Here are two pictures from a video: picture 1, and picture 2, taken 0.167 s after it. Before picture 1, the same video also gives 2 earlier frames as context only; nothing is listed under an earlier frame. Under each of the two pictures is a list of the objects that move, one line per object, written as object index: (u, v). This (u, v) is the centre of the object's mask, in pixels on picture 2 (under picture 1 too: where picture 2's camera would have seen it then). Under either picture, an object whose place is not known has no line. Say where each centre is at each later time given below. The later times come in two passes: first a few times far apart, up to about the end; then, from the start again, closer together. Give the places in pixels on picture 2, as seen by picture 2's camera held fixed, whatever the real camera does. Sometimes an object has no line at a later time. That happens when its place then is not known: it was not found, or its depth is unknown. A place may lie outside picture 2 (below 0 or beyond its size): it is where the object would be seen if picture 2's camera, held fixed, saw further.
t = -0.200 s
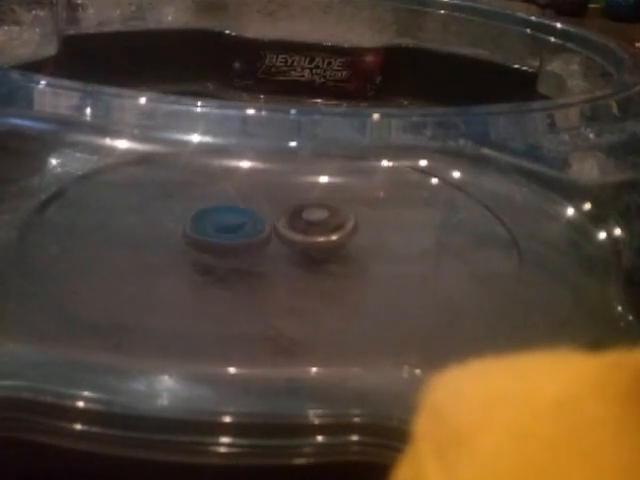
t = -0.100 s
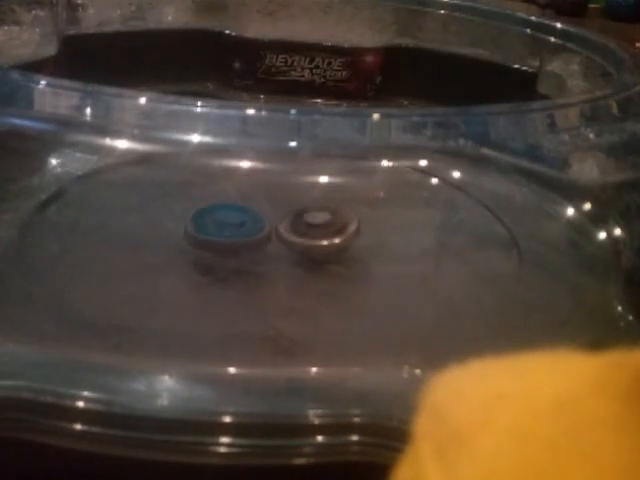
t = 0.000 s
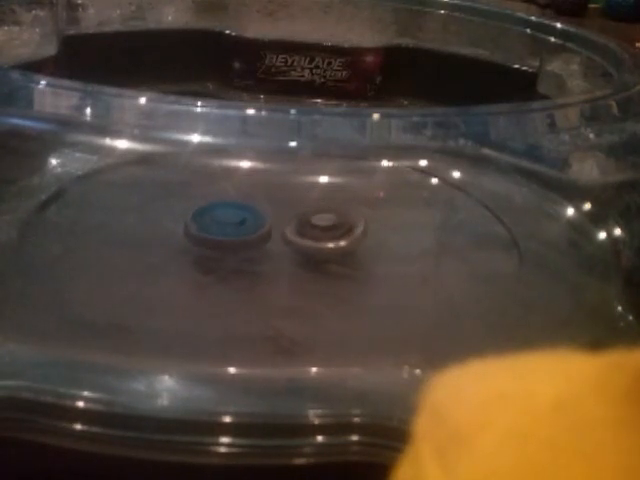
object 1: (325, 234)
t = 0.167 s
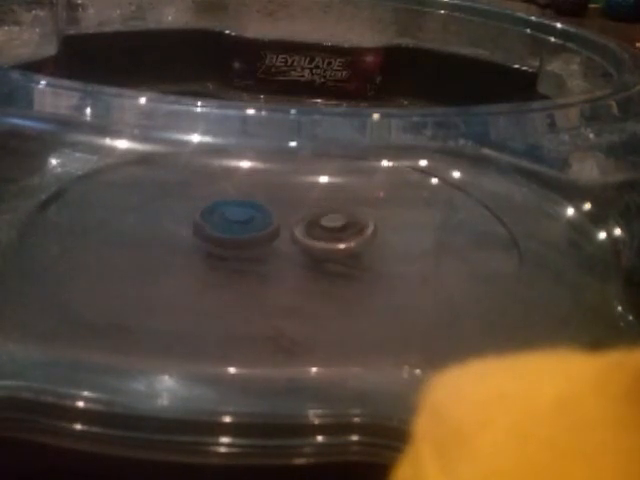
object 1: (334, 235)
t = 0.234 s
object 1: (333, 234)
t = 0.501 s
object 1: (351, 234)
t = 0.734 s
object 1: (345, 235)
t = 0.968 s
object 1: (390, 239)
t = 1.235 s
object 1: (358, 232)
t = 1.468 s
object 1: (328, 241)
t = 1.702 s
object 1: (325, 254)
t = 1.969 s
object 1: (308, 263)
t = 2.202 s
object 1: (301, 265)
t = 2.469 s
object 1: (305, 264)
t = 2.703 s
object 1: (314, 262)
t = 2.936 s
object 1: (304, 259)
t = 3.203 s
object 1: (280, 254)
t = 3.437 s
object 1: (254, 250)
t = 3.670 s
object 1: (240, 245)
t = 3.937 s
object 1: (222, 237)
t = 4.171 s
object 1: (226, 232)
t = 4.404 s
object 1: (223, 225)
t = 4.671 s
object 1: (243, 219)
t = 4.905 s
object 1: (249, 211)
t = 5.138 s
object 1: (268, 211)
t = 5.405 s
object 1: (289, 204)
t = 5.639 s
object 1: (298, 203)
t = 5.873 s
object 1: (291, 198)
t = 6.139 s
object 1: (287, 205)
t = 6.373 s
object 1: (303, 218)
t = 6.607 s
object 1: (323, 224)
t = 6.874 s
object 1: (339, 229)
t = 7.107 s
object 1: (350, 232)
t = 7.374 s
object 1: (348, 236)
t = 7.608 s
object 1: (339, 238)
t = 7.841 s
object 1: (334, 246)
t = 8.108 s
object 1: (318, 249)
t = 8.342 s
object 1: (347, 262)
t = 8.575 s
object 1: (351, 255)
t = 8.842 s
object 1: (318, 246)
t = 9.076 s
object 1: (319, 253)
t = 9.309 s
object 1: (324, 249)
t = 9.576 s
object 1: (327, 251)
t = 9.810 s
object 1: (331, 253)
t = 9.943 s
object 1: (337, 252)
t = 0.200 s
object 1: (334, 235)
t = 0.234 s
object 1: (333, 234)
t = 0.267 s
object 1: (333, 235)
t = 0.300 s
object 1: (342, 235)
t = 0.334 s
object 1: (345, 235)
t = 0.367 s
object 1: (347, 235)
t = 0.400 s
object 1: (348, 235)
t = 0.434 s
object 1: (350, 235)
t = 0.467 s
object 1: (350, 235)
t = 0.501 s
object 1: (351, 234)
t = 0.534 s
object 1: (352, 236)
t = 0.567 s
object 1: (351, 236)
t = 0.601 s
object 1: (349, 235)
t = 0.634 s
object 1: (348, 235)
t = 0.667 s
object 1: (346, 235)
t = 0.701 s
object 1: (345, 235)
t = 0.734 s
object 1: (345, 235)
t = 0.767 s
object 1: (346, 240)
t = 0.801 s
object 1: (368, 243)
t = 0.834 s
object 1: (381, 240)
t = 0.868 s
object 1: (386, 240)
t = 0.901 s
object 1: (389, 239)
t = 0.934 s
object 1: (389, 240)
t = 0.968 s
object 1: (390, 239)
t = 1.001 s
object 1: (390, 238)
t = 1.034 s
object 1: (388, 237)
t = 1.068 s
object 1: (386, 236)
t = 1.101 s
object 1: (382, 236)
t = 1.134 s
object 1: (377, 233)
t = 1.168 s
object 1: (372, 232)
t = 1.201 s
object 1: (365, 232)
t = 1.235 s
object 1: (358, 232)
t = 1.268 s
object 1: (351, 232)
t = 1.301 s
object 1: (345, 233)
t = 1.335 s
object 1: (336, 235)
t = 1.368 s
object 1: (337, 236)
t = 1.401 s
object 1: (335, 237)
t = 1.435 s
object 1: (333, 240)
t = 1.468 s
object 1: (328, 241)
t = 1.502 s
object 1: (324, 242)
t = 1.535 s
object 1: (328, 246)
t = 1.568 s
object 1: (329, 249)
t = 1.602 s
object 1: (328, 250)
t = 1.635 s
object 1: (327, 251)
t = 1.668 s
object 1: (327, 253)
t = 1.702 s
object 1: (325, 254)
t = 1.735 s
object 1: (324, 253)
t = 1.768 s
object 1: (323, 256)
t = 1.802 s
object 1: (319, 261)
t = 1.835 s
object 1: (316, 262)
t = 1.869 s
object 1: (315, 262)
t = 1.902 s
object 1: (313, 262)
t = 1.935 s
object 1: (310, 263)
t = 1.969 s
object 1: (308, 263)
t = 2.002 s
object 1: (307, 263)
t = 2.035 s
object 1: (305, 264)
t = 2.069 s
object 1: (303, 264)
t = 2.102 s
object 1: (303, 265)
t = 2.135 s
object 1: (302, 265)
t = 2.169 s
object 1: (302, 265)
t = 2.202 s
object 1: (301, 265)
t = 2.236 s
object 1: (301, 265)
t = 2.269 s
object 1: (301, 266)
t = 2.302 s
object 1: (301, 265)
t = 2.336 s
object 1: (302, 263)
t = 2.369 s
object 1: (302, 264)
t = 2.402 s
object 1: (304, 264)
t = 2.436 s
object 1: (304, 264)
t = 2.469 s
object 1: (305, 264)
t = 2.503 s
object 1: (305, 263)
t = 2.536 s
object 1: (308, 265)
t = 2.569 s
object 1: (310, 265)
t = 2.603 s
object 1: (311, 265)
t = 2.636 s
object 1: (312, 265)
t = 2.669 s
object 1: (314, 268)
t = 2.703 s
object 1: (314, 262)
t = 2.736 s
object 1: (314, 261)
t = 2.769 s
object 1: (314, 263)
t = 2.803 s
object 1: (313, 262)
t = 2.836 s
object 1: (312, 260)
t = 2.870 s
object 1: (309, 260)
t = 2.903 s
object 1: (306, 253)
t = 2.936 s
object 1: (304, 259)
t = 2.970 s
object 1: (301, 259)
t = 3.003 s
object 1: (298, 258)
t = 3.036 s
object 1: (294, 258)
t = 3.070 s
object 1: (291, 256)
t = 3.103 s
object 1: (289, 256)
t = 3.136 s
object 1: (286, 254)
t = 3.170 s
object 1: (284, 254)
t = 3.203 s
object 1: (280, 254)
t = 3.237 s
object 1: (273, 251)
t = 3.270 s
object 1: (268, 252)
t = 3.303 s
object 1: (263, 251)
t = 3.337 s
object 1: (260, 251)
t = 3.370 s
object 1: (258, 251)
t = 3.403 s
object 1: (255, 251)
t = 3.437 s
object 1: (254, 250)
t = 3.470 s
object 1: (252, 250)
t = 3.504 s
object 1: (251, 250)
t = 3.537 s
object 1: (250, 249)
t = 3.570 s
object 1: (249, 247)
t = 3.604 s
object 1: (247, 246)
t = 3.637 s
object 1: (242, 245)
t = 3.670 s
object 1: (240, 245)
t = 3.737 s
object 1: (237, 244)
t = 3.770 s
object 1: (235, 243)
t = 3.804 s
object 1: (234, 242)
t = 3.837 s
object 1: (232, 240)
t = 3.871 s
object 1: (227, 239)
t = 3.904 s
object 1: (223, 238)
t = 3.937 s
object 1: (222, 237)
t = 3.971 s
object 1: (220, 237)
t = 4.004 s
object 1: (219, 237)
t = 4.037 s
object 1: (219, 236)
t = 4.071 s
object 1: (219, 235)
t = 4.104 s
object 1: (221, 234)
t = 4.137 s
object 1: (223, 233)
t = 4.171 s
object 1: (226, 232)
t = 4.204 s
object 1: (222, 232)
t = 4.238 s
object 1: (220, 229)
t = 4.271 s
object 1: (219, 228)
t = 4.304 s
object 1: (219, 228)
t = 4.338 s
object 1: (219, 227)
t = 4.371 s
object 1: (221, 227)
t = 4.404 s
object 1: (223, 225)
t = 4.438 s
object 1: (225, 226)
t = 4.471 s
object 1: (227, 225)
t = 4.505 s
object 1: (230, 225)
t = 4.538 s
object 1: (233, 224)
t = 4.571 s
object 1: (236, 223)
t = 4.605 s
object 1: (240, 221)
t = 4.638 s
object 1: (243, 221)
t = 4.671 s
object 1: (243, 219)
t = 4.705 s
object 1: (241, 216)
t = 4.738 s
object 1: (241, 215)
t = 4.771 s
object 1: (242, 213)
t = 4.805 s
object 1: (243, 213)
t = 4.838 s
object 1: (244, 212)
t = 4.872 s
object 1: (247, 211)
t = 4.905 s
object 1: (249, 211)
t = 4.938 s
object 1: (251, 211)
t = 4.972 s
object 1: (253, 211)
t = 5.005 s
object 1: (256, 212)
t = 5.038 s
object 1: (260, 211)
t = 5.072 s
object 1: (262, 211)
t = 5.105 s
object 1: (265, 211)
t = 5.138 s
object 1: (268, 211)
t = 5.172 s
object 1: (271, 211)
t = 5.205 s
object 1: (275, 211)
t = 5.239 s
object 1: (278, 210)
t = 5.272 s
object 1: (280, 209)
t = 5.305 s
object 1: (283, 207)
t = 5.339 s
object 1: (285, 206)
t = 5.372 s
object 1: (287, 206)
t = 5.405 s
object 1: (289, 204)
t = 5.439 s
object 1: (291, 203)
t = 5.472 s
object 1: (292, 203)
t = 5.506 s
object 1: (293, 202)
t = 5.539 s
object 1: (294, 202)
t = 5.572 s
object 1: (296, 203)
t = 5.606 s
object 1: (297, 203)
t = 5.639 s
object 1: (298, 203)
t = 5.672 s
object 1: (299, 201)
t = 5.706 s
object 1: (299, 200)
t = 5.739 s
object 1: (298, 200)
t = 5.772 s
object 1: (296, 199)
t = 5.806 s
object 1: (295, 198)
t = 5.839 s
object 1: (293, 198)
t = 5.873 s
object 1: (291, 198)
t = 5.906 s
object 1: (289, 198)
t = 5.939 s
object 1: (287, 198)
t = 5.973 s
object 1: (286, 199)
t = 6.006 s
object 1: (285, 201)
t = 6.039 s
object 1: (285, 202)
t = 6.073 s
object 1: (286, 203)
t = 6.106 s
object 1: (286, 203)
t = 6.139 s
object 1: (287, 205)
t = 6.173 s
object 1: (288, 206)
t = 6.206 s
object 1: (289, 210)
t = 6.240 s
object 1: (293, 213)
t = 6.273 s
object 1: (296, 215)
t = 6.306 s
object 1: (298, 216)
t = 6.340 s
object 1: (300, 217)
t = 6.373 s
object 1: (303, 218)
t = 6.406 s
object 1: (308, 219)
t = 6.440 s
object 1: (311, 220)
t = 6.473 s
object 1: (314, 221)
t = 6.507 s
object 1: (316, 221)
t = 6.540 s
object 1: (318, 221)
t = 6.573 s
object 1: (321, 223)
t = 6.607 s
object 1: (323, 224)
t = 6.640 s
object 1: (325, 225)
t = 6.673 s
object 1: (327, 226)
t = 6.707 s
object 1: (331, 226)
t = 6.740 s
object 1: (333, 227)
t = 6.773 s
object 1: (335, 228)
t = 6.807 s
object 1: (337, 228)
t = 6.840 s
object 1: (337, 229)
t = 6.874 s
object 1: (339, 229)
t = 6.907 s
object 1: (340, 230)
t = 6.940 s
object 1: (345, 230)
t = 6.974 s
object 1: (347, 230)
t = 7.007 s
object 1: (349, 230)
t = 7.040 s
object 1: (349, 231)
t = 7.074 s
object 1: (350, 231)
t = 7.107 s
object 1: (350, 232)
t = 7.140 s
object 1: (349, 232)
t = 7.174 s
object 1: (349, 233)
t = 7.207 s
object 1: (348, 234)
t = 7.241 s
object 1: (346, 234)
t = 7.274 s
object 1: (345, 235)
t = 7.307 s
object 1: (344, 235)
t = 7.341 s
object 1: (347, 236)
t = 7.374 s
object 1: (348, 236)
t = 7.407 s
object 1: (349, 237)
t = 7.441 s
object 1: (349, 237)
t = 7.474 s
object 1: (348, 237)
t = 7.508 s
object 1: (347, 238)
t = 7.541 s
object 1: (345, 238)
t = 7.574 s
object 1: (342, 238)
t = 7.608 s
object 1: (339, 238)
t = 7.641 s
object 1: (333, 238)
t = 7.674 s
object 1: (336, 240)
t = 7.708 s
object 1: (336, 243)
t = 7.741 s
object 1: (337, 244)
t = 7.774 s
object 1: (336, 244)
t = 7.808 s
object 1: (335, 245)
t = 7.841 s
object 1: (334, 246)
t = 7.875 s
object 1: (332, 246)
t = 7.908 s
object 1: (331, 247)
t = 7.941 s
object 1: (329, 247)
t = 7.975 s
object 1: (326, 248)
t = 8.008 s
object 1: (322, 248)
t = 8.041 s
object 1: (319, 249)
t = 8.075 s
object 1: (318, 249)
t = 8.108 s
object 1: (318, 249)
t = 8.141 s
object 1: (316, 249)
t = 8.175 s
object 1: (315, 250)
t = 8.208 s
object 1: (316, 252)
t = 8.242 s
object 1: (327, 259)
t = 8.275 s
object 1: (337, 261)
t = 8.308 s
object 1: (343, 262)
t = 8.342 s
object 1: (347, 262)
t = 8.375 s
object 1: (351, 262)
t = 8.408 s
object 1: (352, 262)
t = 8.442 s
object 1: (354, 261)
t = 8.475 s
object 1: (355, 260)
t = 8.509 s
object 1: (354, 259)
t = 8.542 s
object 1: (353, 258)
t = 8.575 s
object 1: (351, 255)
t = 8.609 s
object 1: (346, 253)
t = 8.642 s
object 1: (343, 251)
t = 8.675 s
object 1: (336, 249)
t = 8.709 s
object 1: (330, 248)
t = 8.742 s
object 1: (325, 245)
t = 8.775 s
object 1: (324, 247)
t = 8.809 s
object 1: (321, 246)
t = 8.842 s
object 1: (318, 246)
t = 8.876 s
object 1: (315, 247)
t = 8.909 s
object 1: (314, 246)
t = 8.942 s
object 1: (312, 246)
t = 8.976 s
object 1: (313, 249)
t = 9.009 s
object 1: (315, 251)
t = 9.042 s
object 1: (317, 252)
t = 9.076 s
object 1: (319, 253)
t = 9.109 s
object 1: (321, 254)
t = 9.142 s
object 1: (323, 253)
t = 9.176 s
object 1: (325, 254)
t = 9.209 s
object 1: (325, 253)
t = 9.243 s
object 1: (324, 251)
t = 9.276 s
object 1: (324, 250)
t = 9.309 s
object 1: (324, 249)
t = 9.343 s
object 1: (322, 249)
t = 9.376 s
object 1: (320, 249)
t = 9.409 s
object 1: (318, 250)
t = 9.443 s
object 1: (320, 251)
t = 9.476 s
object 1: (322, 253)
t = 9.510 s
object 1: (324, 252)
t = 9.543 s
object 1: (326, 252)
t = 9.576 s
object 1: (327, 251)
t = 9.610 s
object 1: (328, 251)
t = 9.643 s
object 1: (329, 251)
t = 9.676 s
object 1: (329, 250)
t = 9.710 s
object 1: (327, 249)
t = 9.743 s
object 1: (324, 248)
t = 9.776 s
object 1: (327, 250)
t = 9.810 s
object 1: (331, 253)
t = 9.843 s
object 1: (334, 254)
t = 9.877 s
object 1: (335, 253)
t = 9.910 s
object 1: (336, 253)
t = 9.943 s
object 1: (337, 252)
